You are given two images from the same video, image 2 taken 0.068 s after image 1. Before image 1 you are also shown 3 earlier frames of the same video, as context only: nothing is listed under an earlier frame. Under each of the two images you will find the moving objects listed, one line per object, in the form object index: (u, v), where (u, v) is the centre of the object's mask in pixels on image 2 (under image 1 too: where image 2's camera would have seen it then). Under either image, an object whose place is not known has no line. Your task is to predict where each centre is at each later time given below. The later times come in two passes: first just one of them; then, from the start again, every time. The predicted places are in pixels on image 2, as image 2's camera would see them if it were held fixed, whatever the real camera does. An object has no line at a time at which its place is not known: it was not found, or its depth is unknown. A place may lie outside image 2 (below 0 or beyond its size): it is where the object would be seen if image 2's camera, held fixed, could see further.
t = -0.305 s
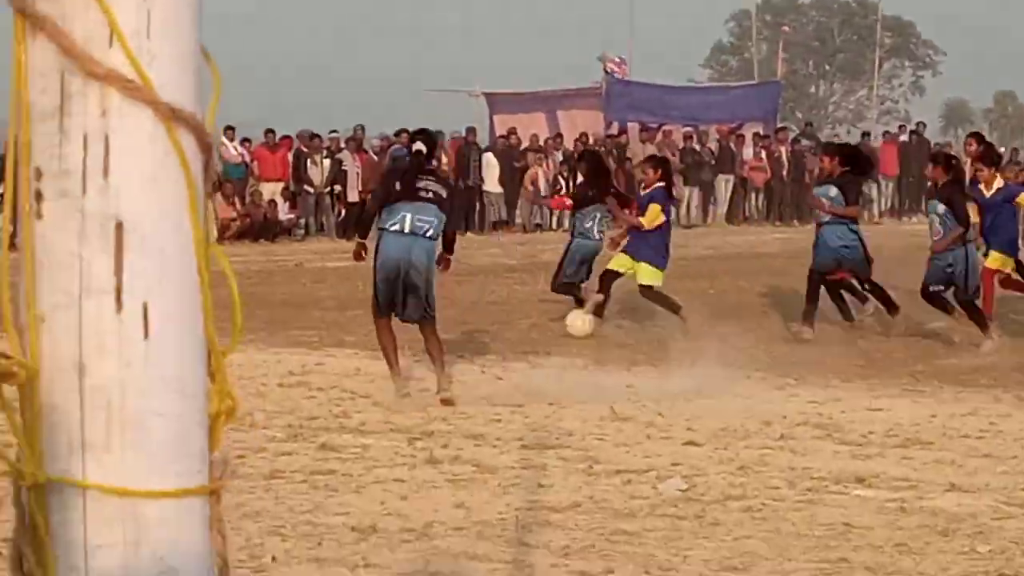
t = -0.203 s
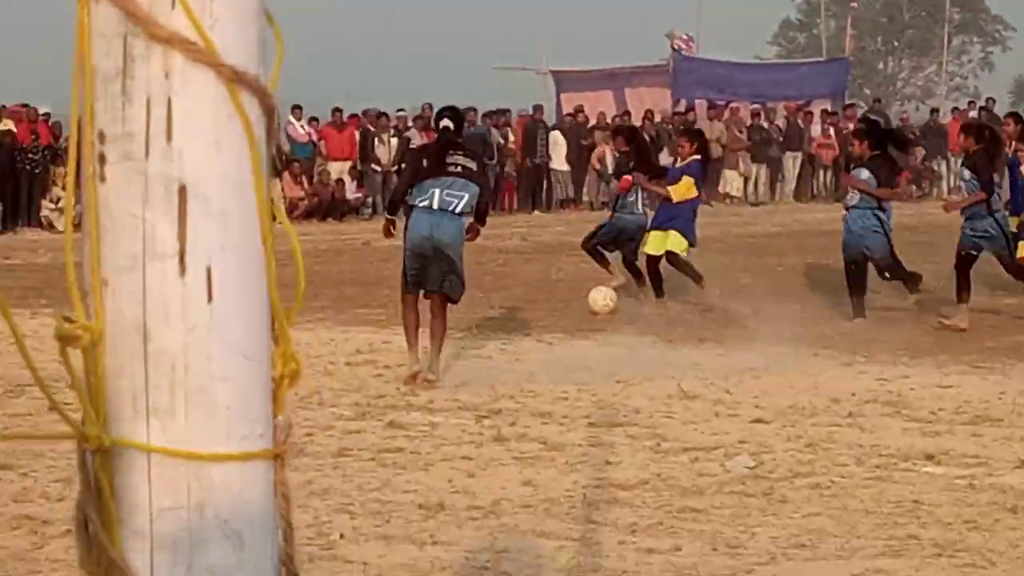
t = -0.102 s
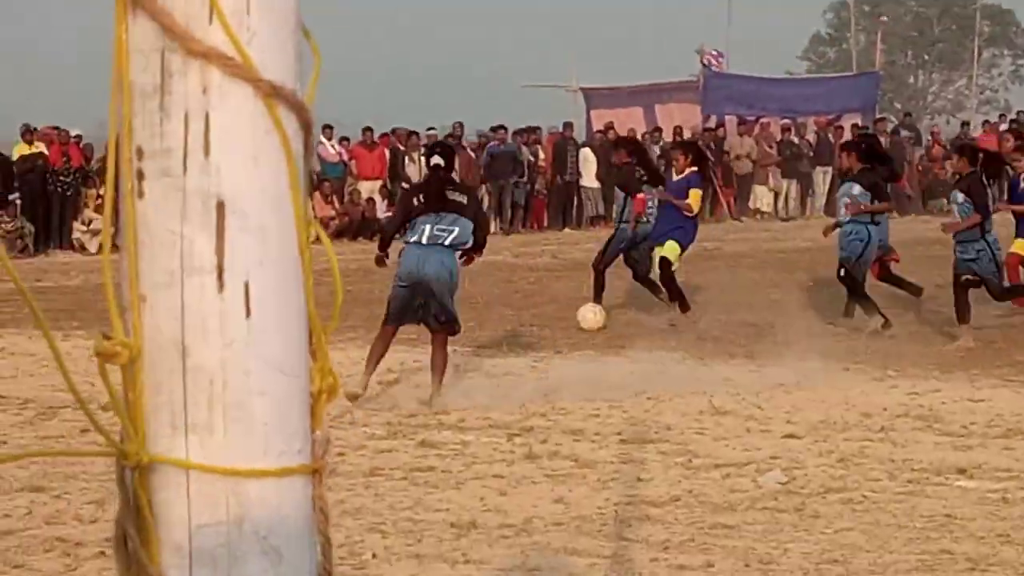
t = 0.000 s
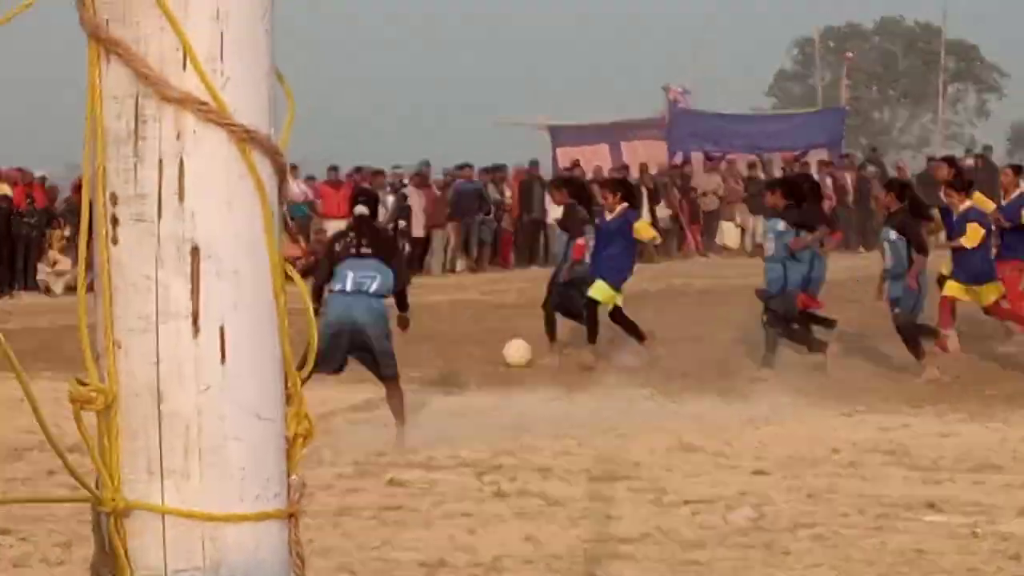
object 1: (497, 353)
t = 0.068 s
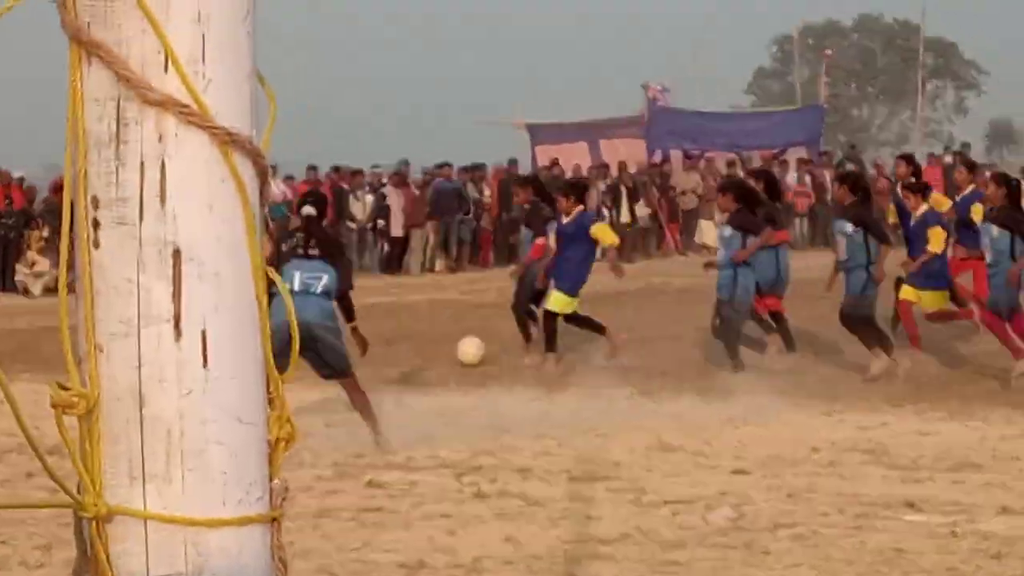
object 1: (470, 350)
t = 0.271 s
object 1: (393, 349)
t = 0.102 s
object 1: (458, 351)
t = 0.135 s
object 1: (445, 350)
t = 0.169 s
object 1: (431, 350)
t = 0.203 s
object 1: (418, 349)
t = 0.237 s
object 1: (405, 348)
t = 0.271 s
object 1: (393, 349)
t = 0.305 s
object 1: (382, 347)
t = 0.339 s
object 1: (371, 344)
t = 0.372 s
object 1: (358, 341)
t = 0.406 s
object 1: (347, 341)
